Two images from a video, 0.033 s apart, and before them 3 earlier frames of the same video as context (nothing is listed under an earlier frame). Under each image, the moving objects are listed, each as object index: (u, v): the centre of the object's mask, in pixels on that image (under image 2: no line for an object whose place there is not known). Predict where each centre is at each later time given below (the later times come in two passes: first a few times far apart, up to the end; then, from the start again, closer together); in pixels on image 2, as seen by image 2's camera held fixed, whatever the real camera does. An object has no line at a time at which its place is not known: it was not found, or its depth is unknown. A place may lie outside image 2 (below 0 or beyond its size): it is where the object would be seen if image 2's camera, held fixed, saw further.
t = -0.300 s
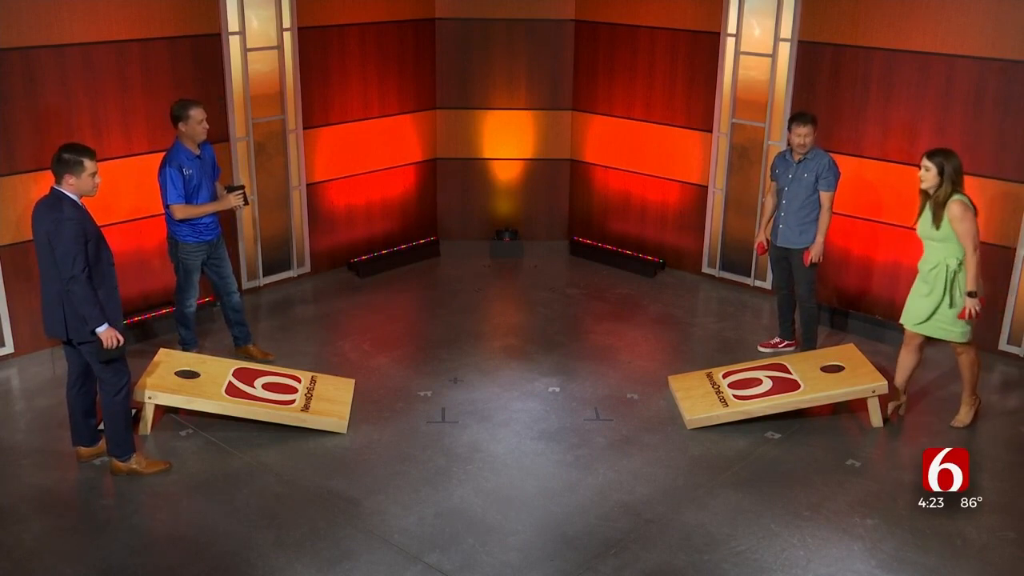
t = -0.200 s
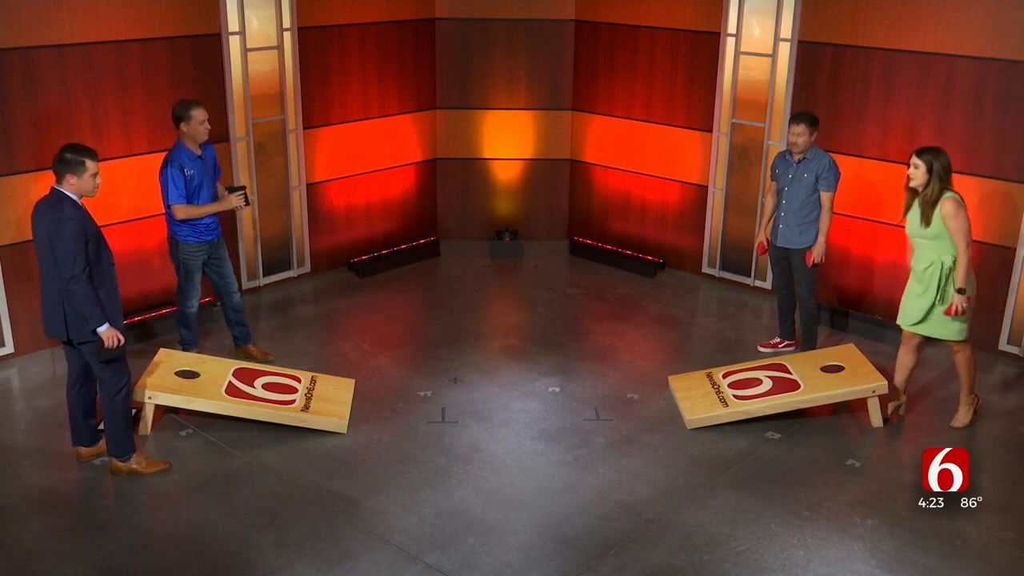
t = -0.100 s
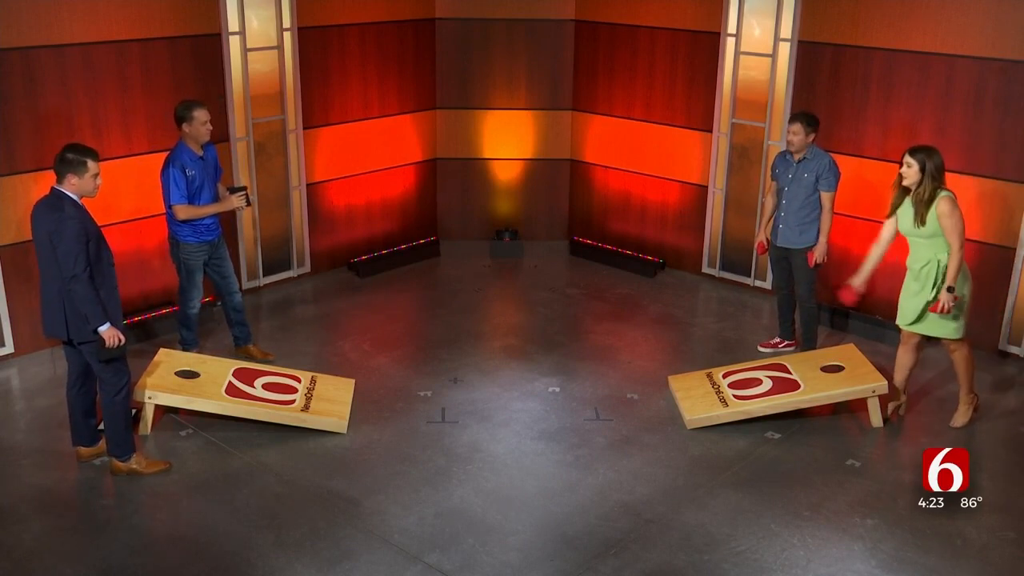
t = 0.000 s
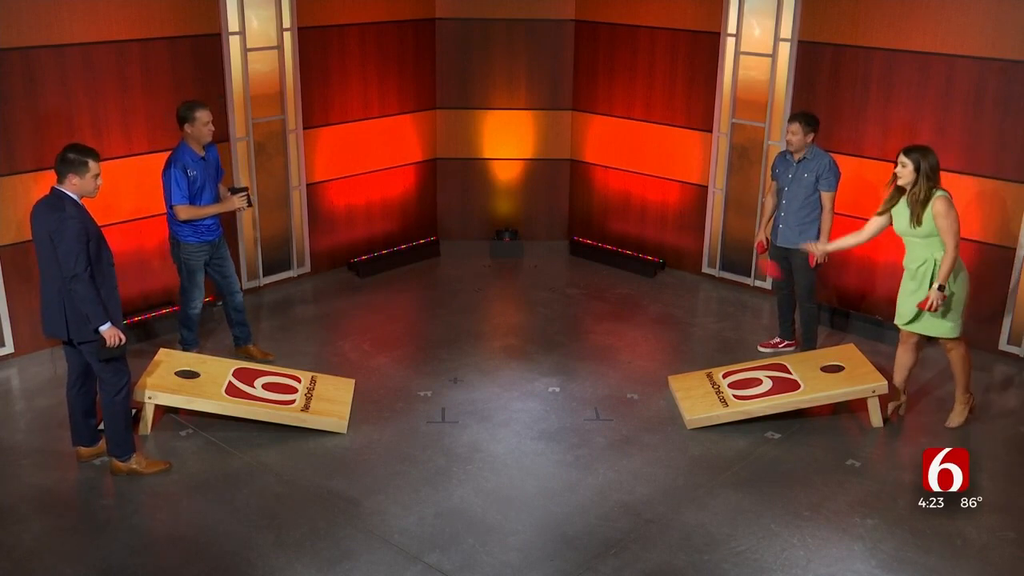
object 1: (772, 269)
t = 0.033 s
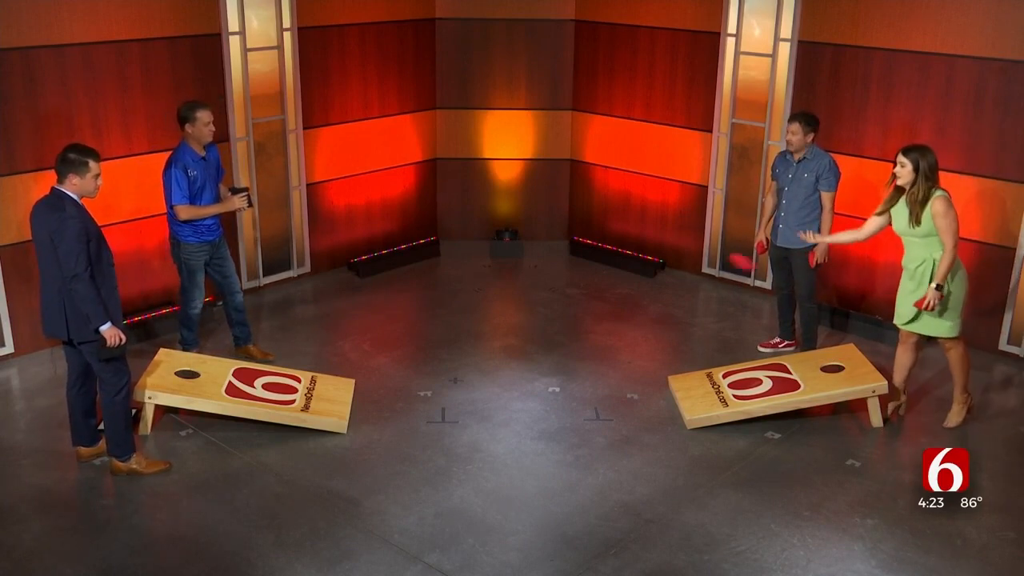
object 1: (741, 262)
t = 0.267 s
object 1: (546, 263)
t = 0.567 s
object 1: (294, 387)
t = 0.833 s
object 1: (199, 377)
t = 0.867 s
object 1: (192, 376)
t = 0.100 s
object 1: (687, 254)
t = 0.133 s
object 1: (660, 252)
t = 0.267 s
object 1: (546, 263)
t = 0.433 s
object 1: (406, 316)
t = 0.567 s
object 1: (294, 387)
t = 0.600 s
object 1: (279, 388)
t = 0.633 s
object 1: (271, 385)
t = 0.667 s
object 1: (252, 383)
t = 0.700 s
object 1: (235, 387)
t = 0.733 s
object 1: (228, 380)
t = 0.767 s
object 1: (217, 379)
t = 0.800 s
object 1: (208, 378)
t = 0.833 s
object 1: (199, 377)
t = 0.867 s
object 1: (192, 376)
